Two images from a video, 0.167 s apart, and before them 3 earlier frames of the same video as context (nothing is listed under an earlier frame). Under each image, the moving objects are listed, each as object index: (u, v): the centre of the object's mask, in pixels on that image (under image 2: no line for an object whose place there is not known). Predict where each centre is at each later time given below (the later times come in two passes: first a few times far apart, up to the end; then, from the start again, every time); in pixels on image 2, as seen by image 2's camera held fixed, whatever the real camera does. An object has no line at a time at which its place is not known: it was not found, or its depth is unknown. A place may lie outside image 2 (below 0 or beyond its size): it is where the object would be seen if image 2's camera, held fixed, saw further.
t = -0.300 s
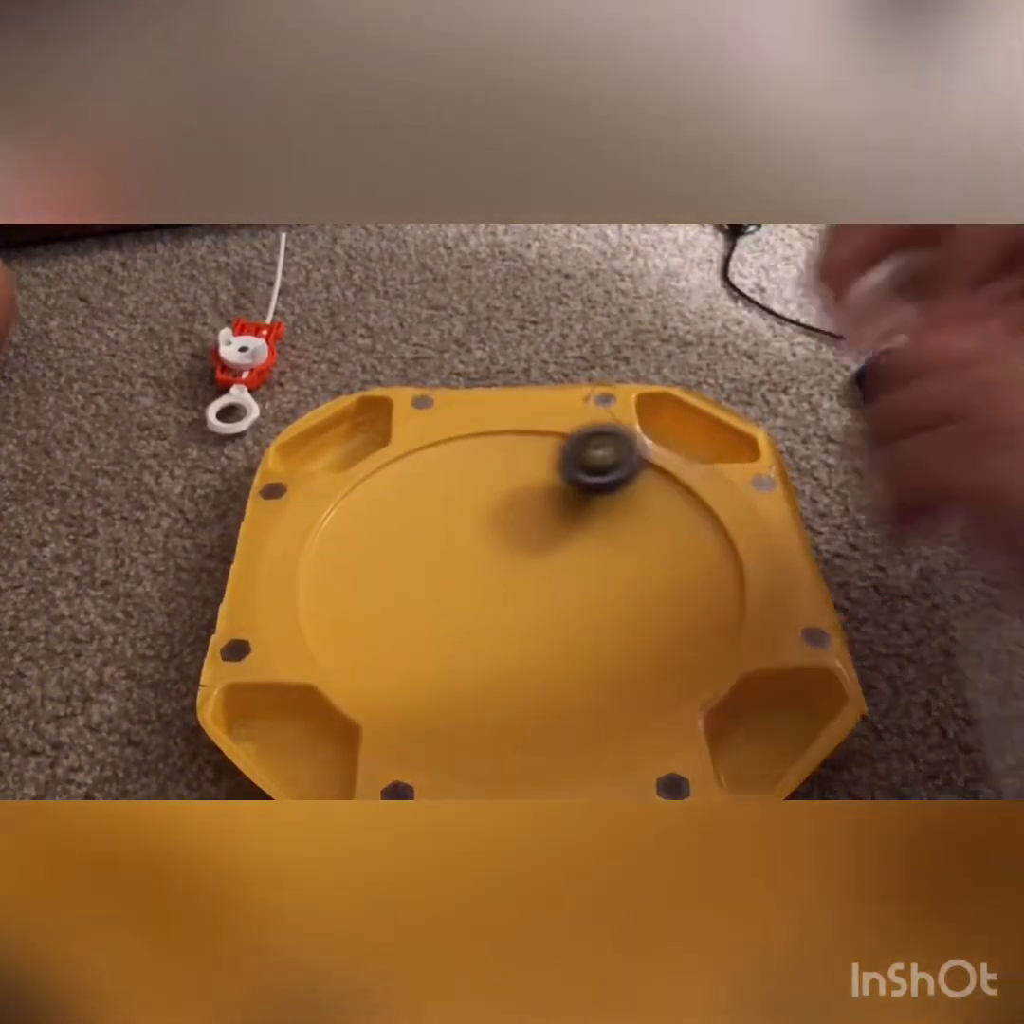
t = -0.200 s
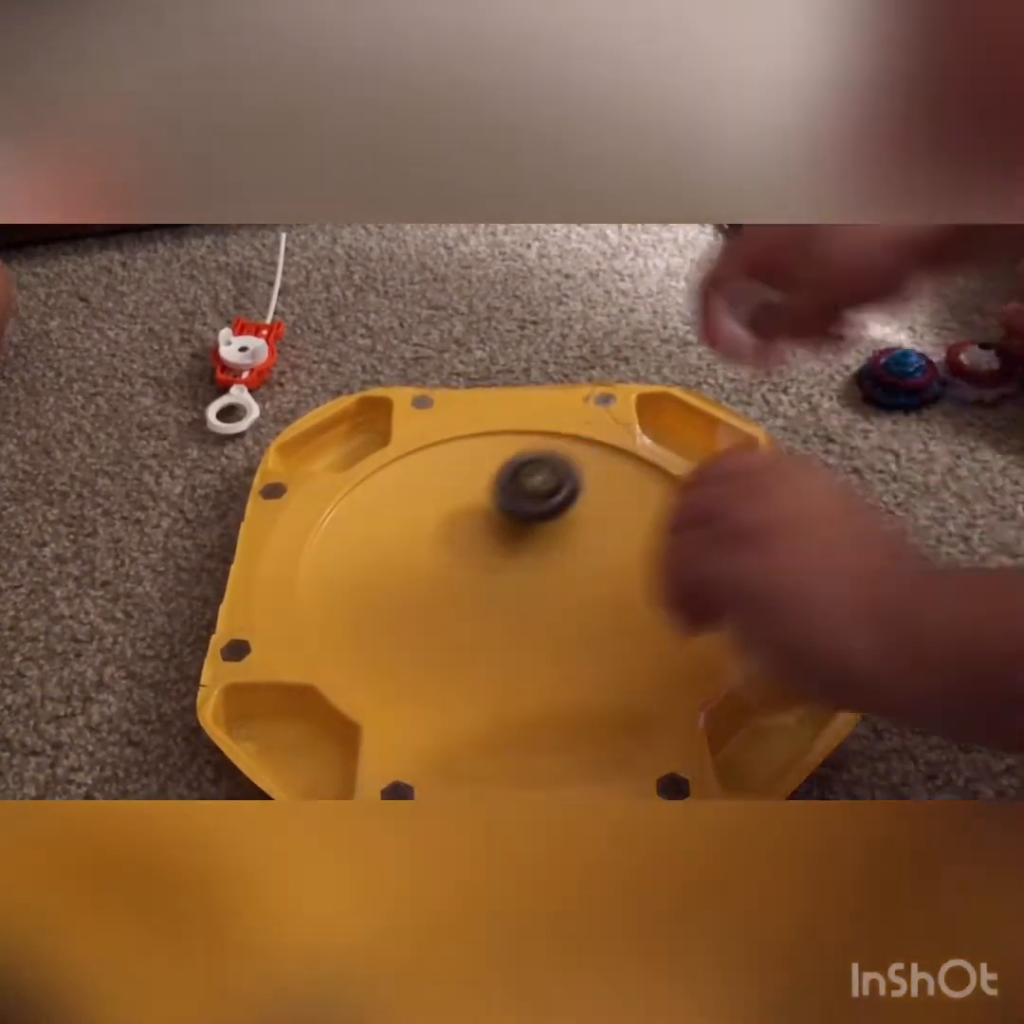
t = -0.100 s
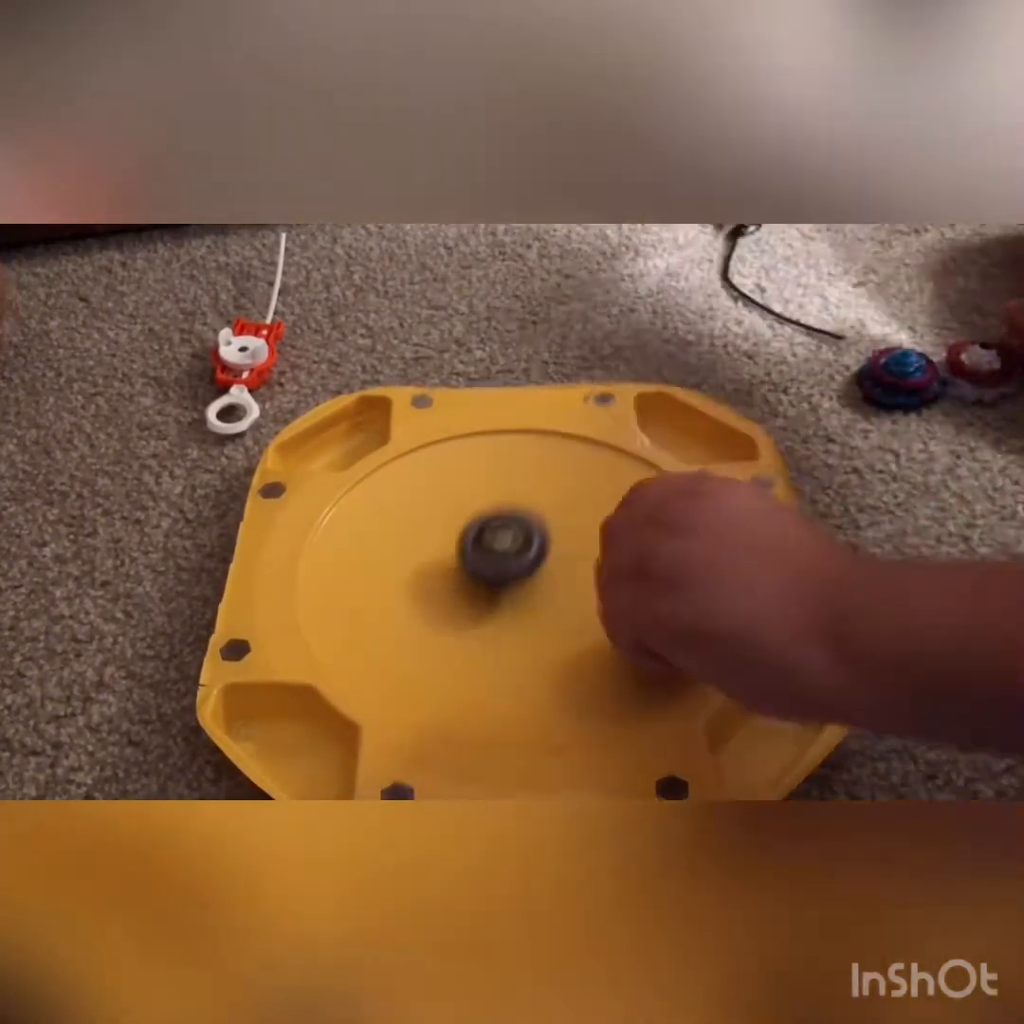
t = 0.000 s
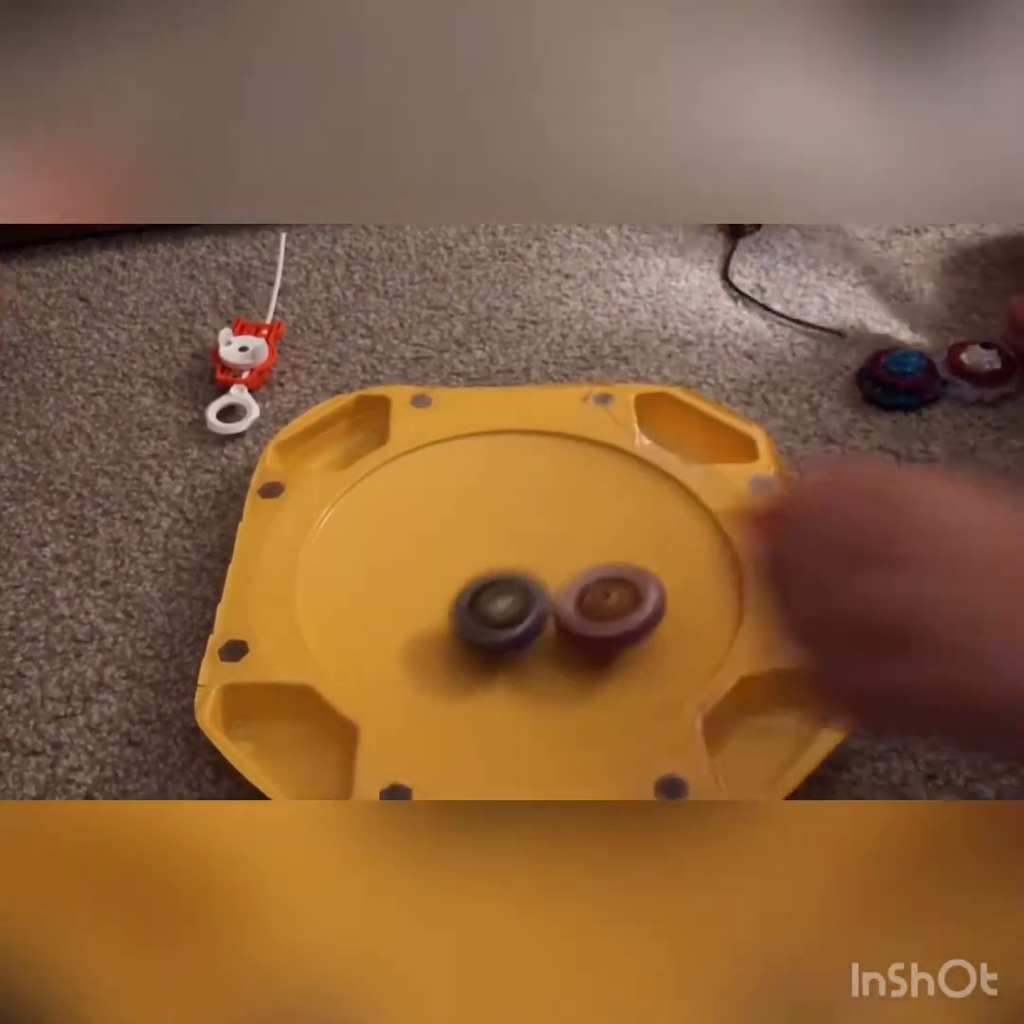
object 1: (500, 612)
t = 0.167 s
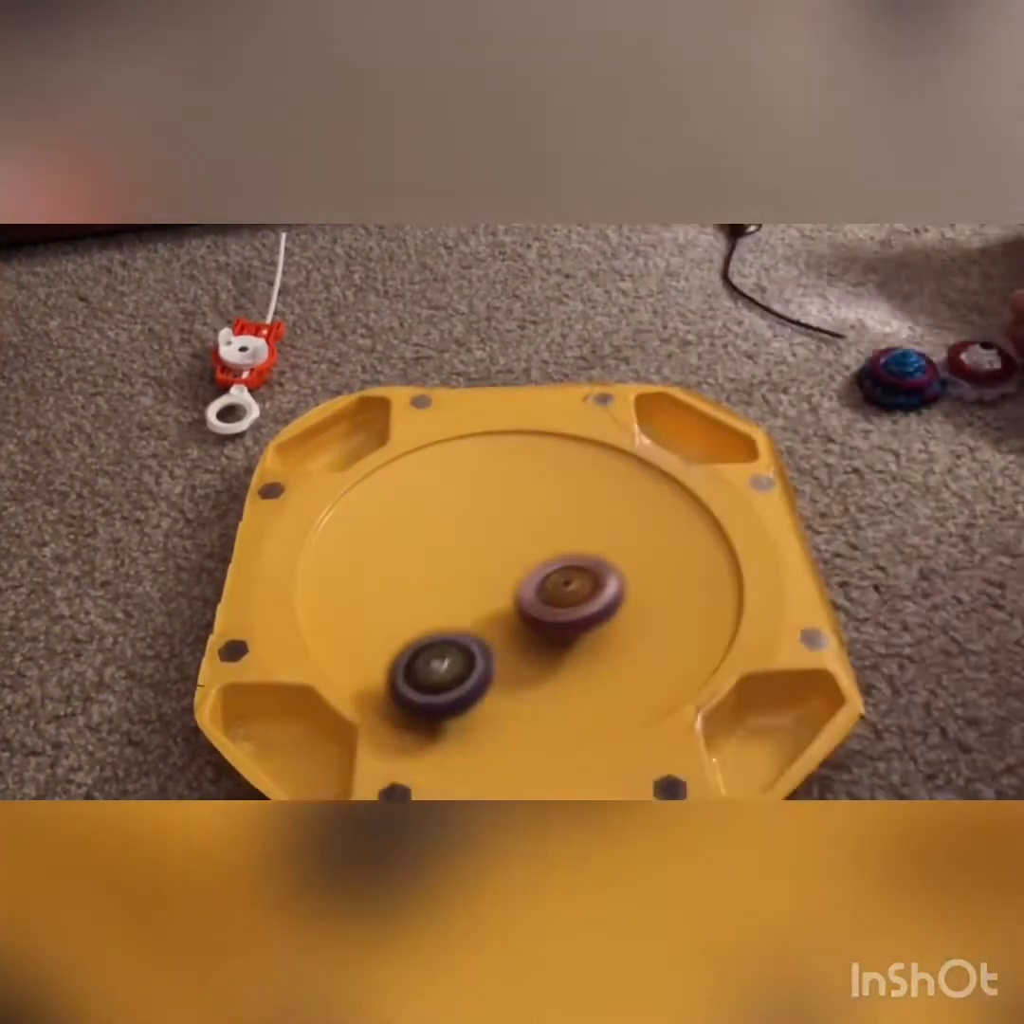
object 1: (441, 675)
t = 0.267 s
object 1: (466, 695)
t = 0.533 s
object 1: (649, 648)
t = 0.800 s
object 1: (521, 509)
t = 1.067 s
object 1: (303, 562)
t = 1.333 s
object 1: (505, 672)
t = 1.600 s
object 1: (566, 499)
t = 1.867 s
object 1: (388, 447)
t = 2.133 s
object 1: (418, 608)
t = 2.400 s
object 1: (656, 557)
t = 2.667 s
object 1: (603, 427)
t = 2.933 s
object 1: (442, 519)
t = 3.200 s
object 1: (574, 655)
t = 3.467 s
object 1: (732, 555)
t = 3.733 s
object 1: (530, 490)
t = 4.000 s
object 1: (356, 582)
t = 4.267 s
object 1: (508, 693)
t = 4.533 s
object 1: (616, 549)
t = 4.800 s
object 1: (478, 442)
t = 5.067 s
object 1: (334, 515)
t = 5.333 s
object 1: (515, 621)
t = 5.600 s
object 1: (691, 532)
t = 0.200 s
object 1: (445, 683)
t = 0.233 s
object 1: (453, 689)
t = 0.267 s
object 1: (466, 695)
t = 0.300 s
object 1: (484, 699)
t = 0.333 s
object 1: (504, 700)
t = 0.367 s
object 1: (528, 699)
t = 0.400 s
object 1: (551, 696)
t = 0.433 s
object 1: (575, 690)
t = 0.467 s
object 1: (603, 682)
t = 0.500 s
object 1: (630, 668)
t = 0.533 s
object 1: (649, 648)
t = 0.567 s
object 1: (658, 626)
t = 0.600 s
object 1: (657, 602)
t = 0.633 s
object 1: (647, 580)
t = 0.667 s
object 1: (630, 559)
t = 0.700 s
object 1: (607, 542)
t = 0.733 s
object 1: (581, 527)
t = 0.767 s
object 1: (552, 516)
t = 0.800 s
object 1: (521, 509)
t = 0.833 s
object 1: (489, 505)
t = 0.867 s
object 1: (458, 505)
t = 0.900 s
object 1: (426, 508)
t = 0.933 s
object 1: (396, 513)
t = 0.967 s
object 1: (364, 522)
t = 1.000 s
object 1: (337, 533)
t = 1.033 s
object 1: (314, 546)
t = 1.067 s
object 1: (303, 562)
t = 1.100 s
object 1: (311, 587)
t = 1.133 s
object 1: (325, 609)
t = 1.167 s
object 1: (341, 631)
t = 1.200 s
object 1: (363, 651)
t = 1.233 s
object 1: (393, 668)
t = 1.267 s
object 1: (431, 677)
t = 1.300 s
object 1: (467, 679)
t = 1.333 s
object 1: (505, 672)
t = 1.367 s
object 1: (537, 656)
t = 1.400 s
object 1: (562, 637)
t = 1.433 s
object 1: (578, 615)
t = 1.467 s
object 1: (588, 591)
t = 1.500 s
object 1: (591, 566)
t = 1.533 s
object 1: (588, 543)
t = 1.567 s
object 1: (579, 520)
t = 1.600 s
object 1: (566, 499)
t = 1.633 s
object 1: (550, 480)
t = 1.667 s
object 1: (532, 464)
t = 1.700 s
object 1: (510, 450)
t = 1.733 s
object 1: (486, 439)
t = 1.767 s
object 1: (461, 432)
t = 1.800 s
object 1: (435, 428)
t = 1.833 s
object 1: (410, 430)
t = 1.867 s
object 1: (388, 447)
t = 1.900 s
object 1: (369, 465)
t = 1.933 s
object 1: (351, 485)
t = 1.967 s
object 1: (338, 505)
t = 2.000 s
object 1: (335, 530)
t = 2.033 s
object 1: (342, 554)
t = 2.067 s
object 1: (359, 576)
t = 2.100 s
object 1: (386, 594)
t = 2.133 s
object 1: (418, 608)
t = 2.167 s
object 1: (455, 619)
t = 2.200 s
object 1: (493, 623)
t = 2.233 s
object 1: (527, 622)
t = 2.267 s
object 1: (560, 616)
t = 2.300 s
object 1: (589, 605)
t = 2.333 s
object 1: (615, 592)
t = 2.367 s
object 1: (637, 576)
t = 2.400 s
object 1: (656, 557)
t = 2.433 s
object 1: (672, 537)
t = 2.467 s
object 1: (681, 517)
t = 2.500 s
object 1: (686, 495)
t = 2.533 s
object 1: (684, 476)
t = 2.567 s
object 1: (675, 457)
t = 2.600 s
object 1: (655, 443)
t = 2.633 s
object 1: (631, 435)
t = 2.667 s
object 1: (603, 427)
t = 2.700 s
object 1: (577, 424)
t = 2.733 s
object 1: (549, 423)
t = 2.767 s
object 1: (521, 430)
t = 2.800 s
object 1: (496, 442)
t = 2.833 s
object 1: (475, 457)
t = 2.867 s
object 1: (459, 477)
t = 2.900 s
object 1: (448, 497)
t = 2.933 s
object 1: (442, 519)
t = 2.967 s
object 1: (441, 543)
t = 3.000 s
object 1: (446, 565)
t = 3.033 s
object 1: (456, 587)
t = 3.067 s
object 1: (473, 606)
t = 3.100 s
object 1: (494, 623)
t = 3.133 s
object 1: (517, 637)
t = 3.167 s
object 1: (544, 648)
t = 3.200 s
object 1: (574, 655)
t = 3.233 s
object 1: (604, 659)
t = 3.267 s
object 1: (636, 656)
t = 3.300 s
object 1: (667, 647)
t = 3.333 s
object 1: (693, 635)
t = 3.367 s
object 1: (716, 619)
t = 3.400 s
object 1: (730, 599)
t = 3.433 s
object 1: (734, 577)
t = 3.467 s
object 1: (732, 555)
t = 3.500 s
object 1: (721, 533)
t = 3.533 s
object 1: (703, 517)
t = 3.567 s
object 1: (679, 504)
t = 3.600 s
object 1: (652, 495)
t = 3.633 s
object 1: (621, 490)
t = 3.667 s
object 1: (590, 488)
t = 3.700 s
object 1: (560, 488)
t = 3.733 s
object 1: (530, 490)
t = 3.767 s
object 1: (502, 495)
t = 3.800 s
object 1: (474, 502)
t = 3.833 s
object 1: (448, 512)
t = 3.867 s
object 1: (424, 522)
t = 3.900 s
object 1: (403, 535)
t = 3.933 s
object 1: (384, 549)
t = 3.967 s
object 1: (369, 565)
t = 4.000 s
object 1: (356, 582)
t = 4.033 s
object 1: (351, 600)
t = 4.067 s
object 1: (351, 619)
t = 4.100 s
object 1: (359, 639)
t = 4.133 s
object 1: (375, 658)
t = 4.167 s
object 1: (400, 673)
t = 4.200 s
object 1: (433, 684)
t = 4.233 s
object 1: (470, 692)
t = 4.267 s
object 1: (508, 693)
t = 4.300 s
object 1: (541, 687)
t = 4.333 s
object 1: (570, 675)
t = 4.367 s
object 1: (592, 656)
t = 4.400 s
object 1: (608, 636)
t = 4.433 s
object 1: (618, 614)
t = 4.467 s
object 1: (622, 592)
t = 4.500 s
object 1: (621, 570)
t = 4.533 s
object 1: (616, 549)
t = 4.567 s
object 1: (606, 529)
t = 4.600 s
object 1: (593, 511)
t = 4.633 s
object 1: (578, 495)
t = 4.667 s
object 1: (561, 481)
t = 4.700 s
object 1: (542, 468)
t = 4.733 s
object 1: (522, 457)
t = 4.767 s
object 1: (502, 448)
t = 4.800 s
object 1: (478, 442)
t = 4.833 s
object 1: (456, 439)
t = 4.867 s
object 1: (432, 438)
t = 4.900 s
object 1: (408, 442)
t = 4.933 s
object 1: (386, 448)
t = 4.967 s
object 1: (367, 458)
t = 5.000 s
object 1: (350, 475)
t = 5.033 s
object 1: (339, 493)
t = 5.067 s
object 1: (334, 515)
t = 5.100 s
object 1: (337, 538)
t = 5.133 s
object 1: (349, 559)
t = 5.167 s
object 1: (368, 578)
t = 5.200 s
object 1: (392, 594)
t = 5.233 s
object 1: (421, 607)
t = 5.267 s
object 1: (451, 616)
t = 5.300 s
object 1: (483, 620)
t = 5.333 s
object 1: (515, 621)
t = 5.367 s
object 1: (546, 620)
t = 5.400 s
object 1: (575, 614)
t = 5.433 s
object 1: (601, 606)
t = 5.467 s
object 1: (626, 594)
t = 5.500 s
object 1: (647, 580)
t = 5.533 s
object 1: (666, 565)
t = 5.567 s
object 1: (680, 549)
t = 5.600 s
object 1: (691, 532)
